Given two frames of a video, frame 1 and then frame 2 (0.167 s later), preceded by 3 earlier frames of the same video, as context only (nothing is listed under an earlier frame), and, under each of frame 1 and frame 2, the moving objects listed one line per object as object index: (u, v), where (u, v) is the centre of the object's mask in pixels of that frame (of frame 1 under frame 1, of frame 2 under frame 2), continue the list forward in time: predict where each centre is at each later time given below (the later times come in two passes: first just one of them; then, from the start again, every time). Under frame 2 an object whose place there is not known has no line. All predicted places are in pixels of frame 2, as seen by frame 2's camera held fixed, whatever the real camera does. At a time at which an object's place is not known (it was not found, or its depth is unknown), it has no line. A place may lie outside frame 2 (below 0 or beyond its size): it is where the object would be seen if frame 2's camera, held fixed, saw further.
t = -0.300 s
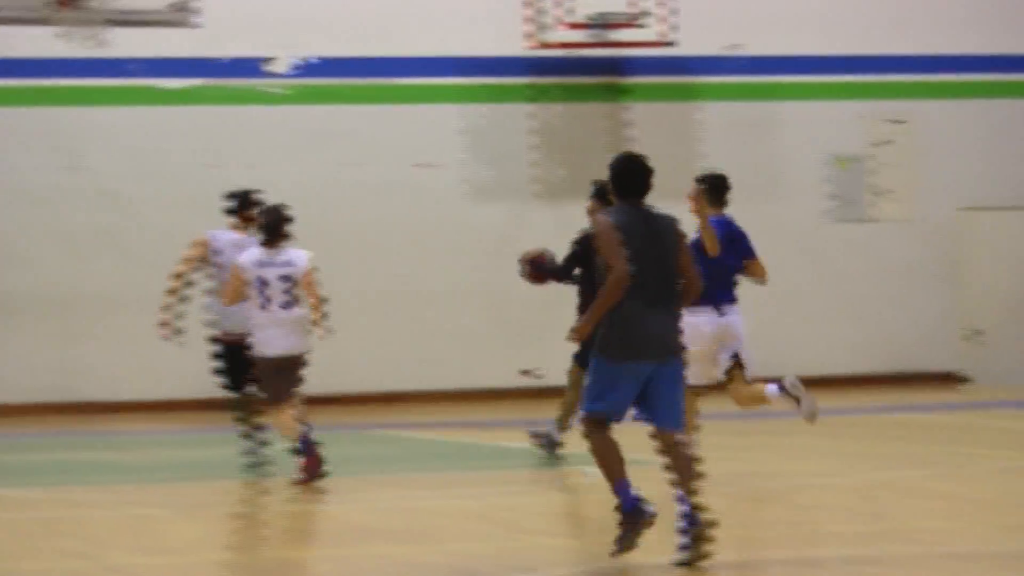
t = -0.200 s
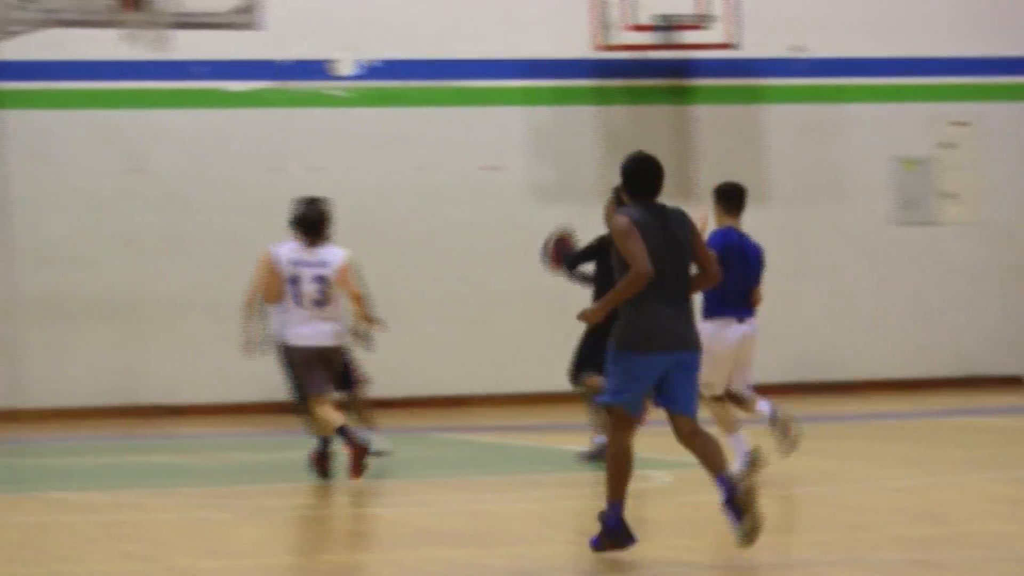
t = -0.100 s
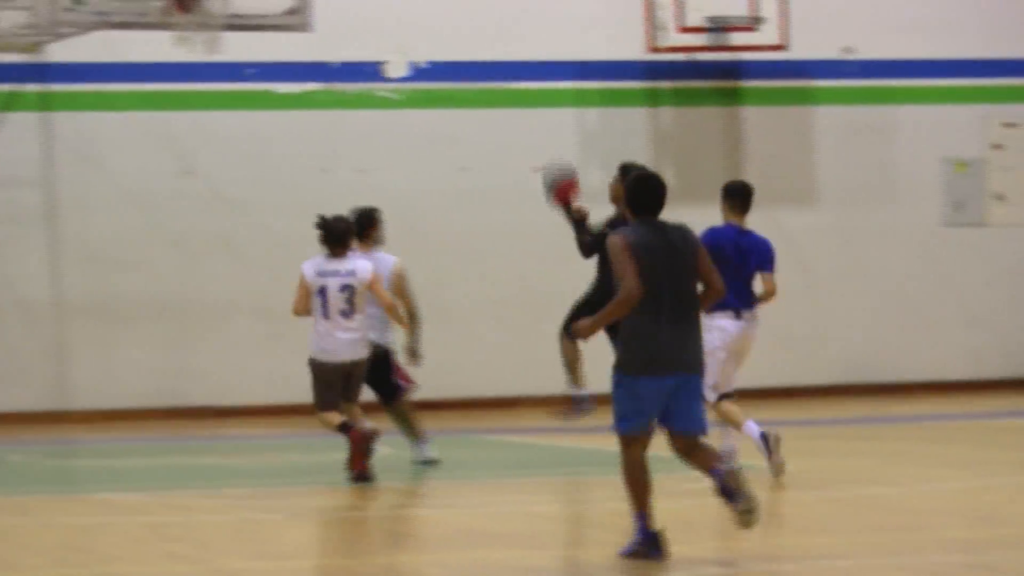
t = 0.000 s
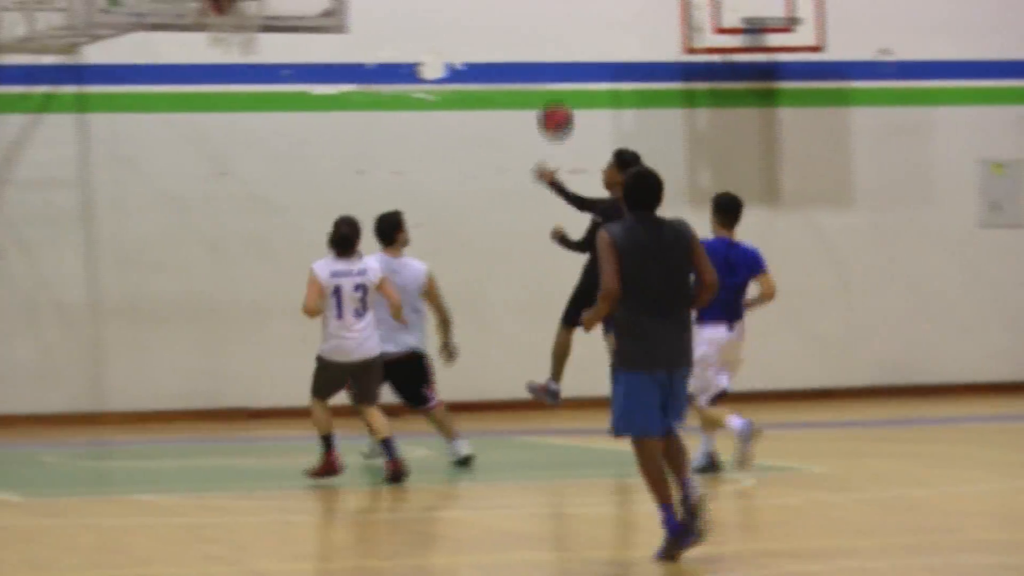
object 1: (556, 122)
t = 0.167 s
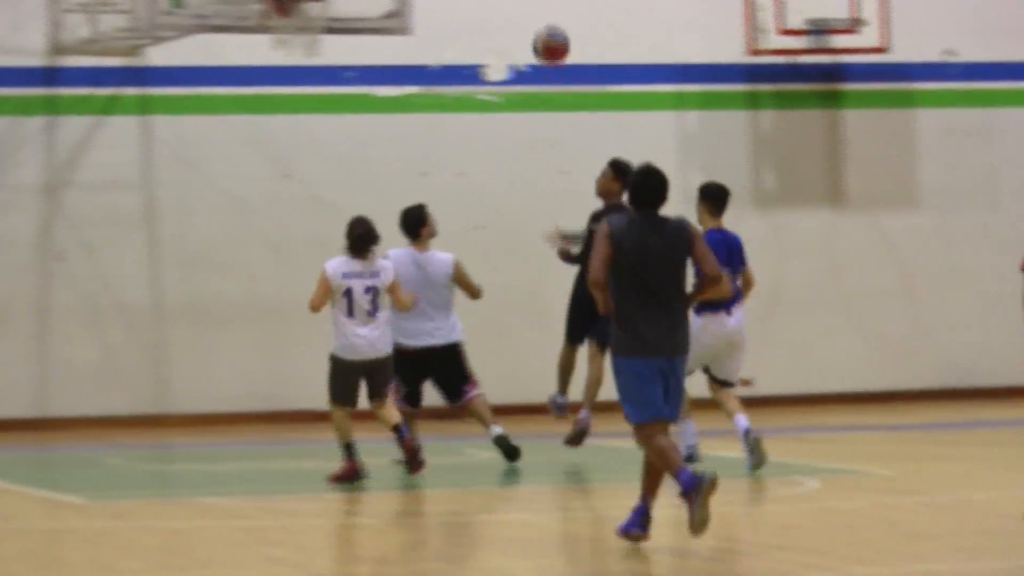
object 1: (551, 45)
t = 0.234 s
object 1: (526, 27)
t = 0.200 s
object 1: (538, 36)
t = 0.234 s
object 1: (526, 27)
